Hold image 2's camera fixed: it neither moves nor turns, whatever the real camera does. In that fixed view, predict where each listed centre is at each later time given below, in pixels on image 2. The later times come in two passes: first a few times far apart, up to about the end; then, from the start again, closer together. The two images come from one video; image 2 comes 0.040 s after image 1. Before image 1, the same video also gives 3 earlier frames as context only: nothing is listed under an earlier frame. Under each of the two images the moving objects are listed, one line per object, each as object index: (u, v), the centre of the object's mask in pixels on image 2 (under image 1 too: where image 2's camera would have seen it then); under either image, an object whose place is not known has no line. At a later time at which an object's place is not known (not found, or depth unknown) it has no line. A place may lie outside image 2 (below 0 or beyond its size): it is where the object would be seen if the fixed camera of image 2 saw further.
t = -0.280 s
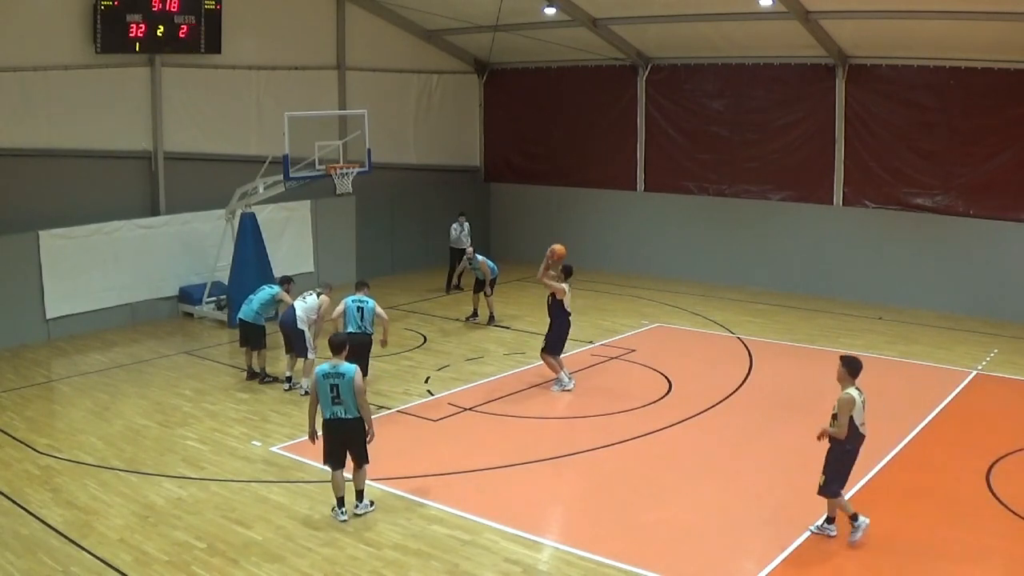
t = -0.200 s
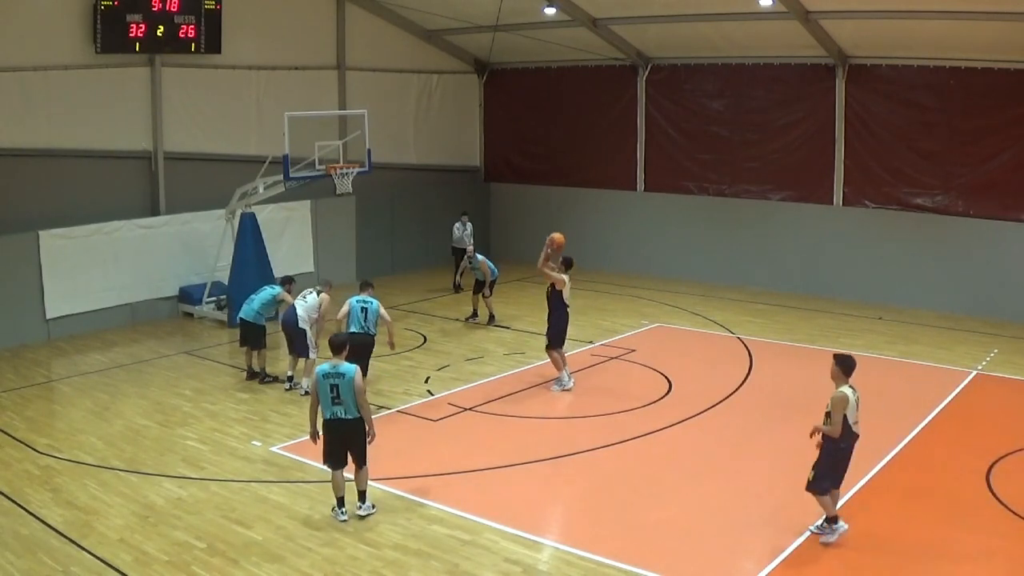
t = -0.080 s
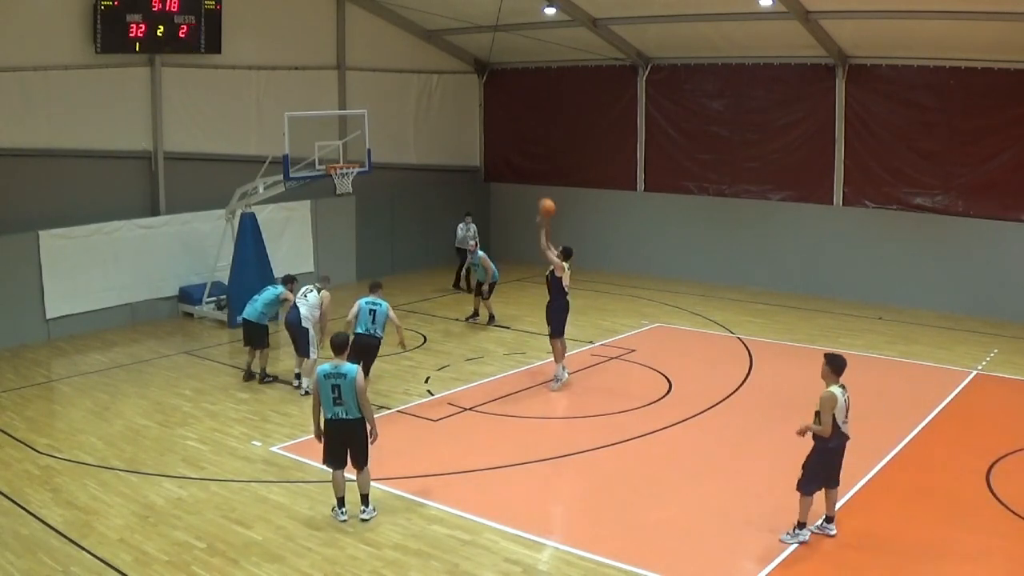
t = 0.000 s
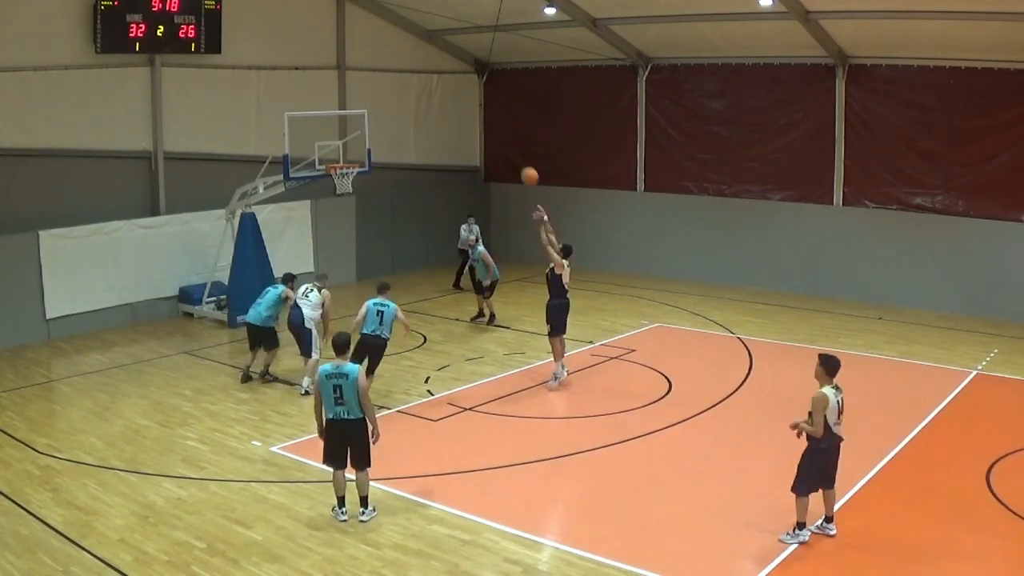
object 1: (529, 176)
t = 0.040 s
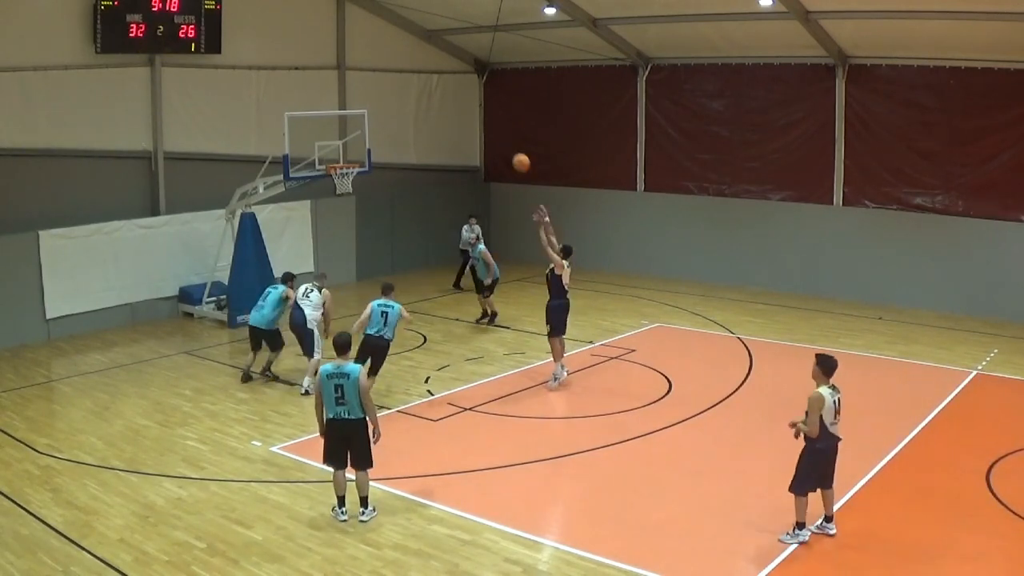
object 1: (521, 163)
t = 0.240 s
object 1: (481, 111)
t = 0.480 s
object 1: (434, 88)
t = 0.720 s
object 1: (393, 103)
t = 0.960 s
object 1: (356, 149)
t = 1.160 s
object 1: (334, 189)
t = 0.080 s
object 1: (512, 150)
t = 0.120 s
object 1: (504, 139)
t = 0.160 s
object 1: (496, 128)
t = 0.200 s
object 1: (488, 119)
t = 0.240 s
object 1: (481, 111)
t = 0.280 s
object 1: (472, 105)
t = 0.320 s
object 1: (464, 99)
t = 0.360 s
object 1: (456, 94)
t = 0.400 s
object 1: (449, 91)
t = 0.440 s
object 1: (442, 90)
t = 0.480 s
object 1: (434, 88)
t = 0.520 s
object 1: (426, 88)
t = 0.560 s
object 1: (419, 89)
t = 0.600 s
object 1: (413, 91)
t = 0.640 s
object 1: (406, 94)
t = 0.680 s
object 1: (399, 97)
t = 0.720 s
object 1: (393, 103)
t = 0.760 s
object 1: (386, 108)
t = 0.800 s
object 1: (380, 115)
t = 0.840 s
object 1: (373, 121)
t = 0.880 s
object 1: (367, 129)
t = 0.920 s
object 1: (361, 138)
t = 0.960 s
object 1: (356, 149)
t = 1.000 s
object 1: (350, 160)
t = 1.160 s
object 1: (334, 189)
